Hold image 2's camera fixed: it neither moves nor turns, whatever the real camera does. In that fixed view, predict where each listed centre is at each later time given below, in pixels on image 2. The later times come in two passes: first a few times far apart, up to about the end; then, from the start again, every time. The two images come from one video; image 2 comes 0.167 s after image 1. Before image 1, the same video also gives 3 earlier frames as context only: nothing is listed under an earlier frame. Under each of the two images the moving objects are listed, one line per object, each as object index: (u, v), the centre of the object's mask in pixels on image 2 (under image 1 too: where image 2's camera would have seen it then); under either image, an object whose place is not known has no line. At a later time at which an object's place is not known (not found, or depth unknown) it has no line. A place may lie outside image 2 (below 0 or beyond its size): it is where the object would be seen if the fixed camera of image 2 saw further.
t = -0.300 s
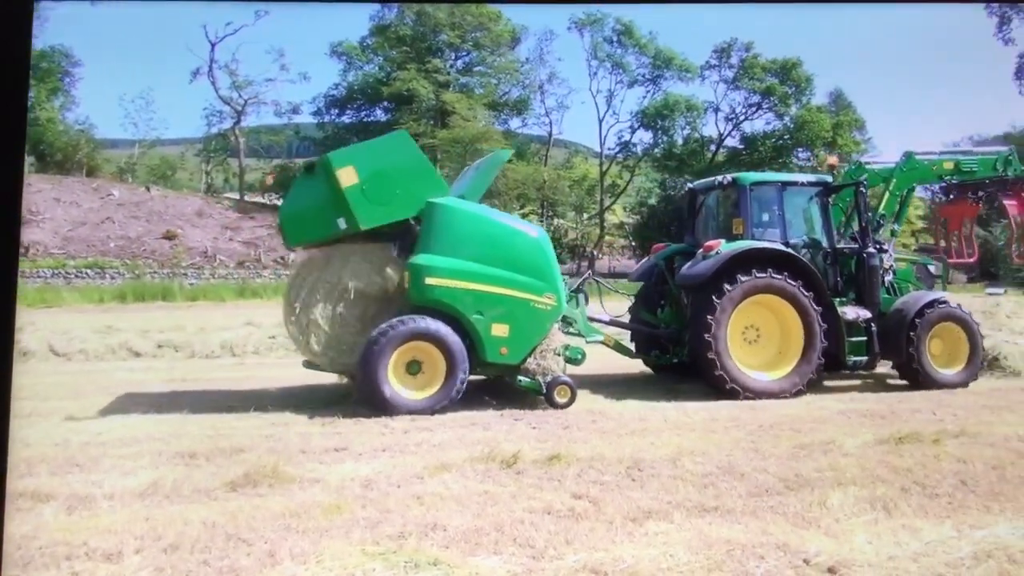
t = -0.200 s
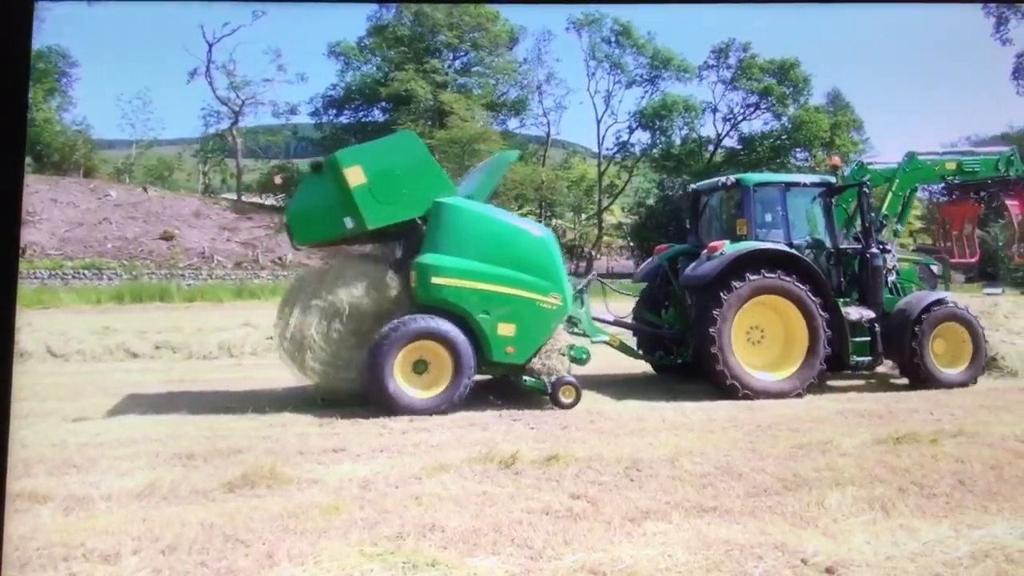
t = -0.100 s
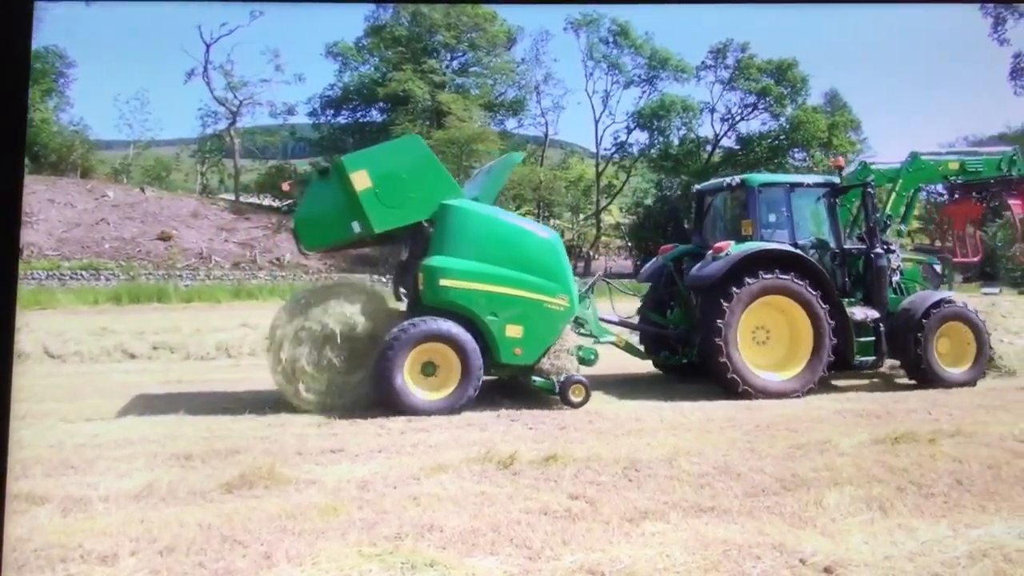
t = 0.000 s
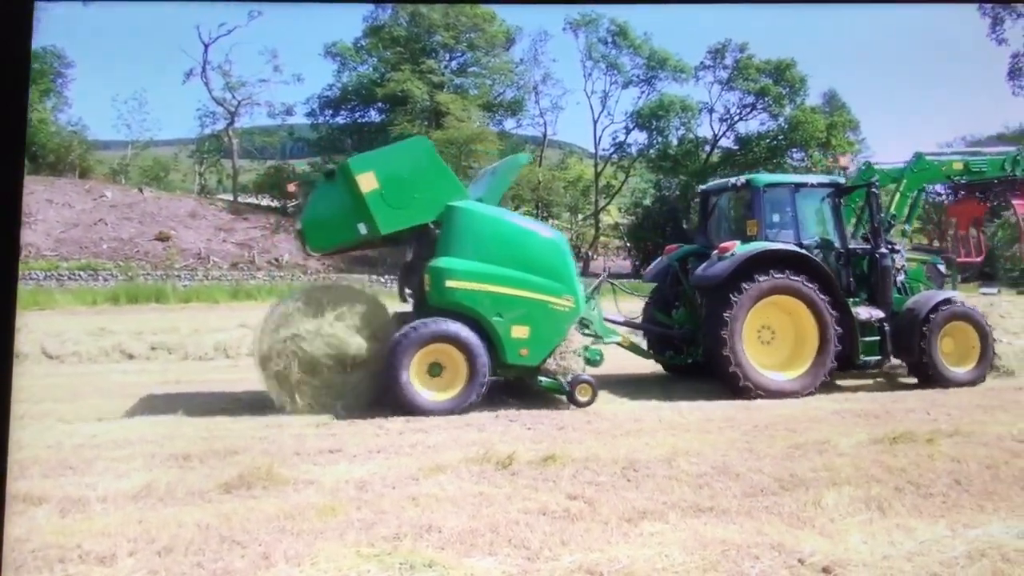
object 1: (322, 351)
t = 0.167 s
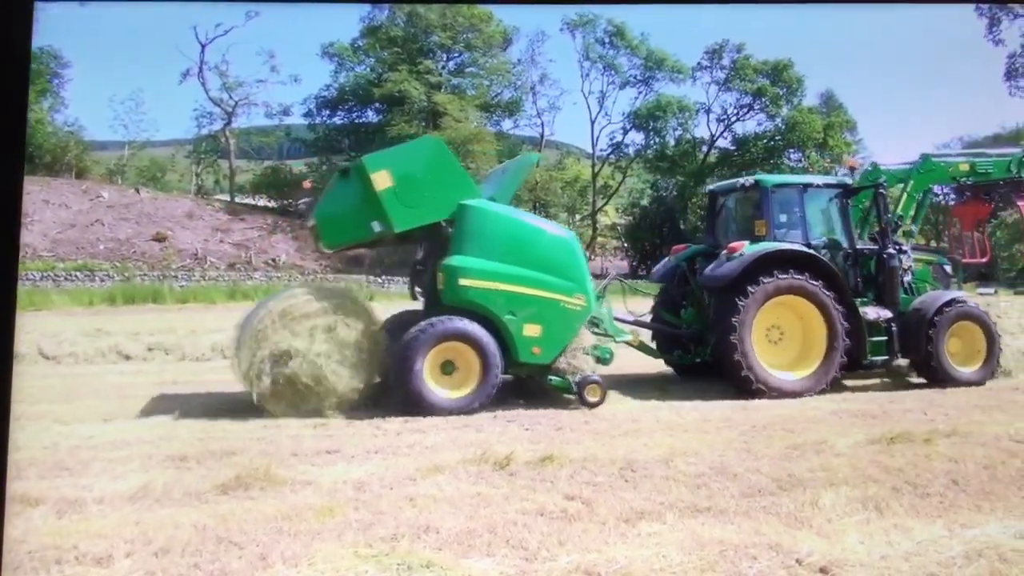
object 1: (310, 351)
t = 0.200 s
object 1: (304, 353)
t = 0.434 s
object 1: (280, 353)
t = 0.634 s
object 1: (261, 353)
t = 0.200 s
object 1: (304, 353)
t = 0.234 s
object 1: (302, 353)
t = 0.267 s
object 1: (297, 353)
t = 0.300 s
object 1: (293, 353)
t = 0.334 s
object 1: (292, 354)
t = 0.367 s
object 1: (286, 353)
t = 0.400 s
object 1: (283, 353)
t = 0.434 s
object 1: (280, 353)
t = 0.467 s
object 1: (274, 353)
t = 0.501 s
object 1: (271, 353)
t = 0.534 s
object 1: (268, 354)
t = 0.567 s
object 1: (267, 354)
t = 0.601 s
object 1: (263, 353)
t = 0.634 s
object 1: (261, 353)
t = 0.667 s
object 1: (257, 353)
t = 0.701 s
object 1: (254, 352)
